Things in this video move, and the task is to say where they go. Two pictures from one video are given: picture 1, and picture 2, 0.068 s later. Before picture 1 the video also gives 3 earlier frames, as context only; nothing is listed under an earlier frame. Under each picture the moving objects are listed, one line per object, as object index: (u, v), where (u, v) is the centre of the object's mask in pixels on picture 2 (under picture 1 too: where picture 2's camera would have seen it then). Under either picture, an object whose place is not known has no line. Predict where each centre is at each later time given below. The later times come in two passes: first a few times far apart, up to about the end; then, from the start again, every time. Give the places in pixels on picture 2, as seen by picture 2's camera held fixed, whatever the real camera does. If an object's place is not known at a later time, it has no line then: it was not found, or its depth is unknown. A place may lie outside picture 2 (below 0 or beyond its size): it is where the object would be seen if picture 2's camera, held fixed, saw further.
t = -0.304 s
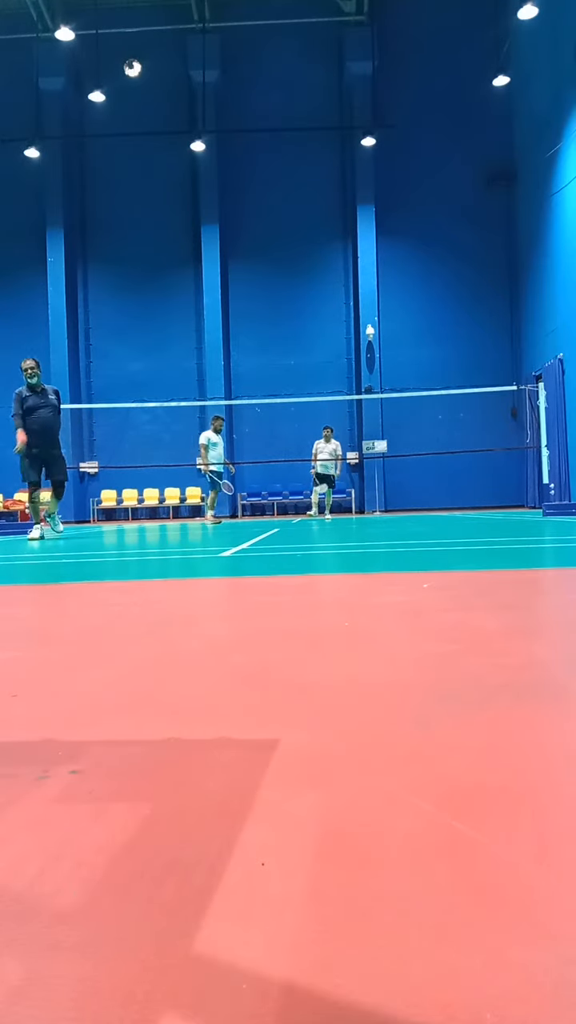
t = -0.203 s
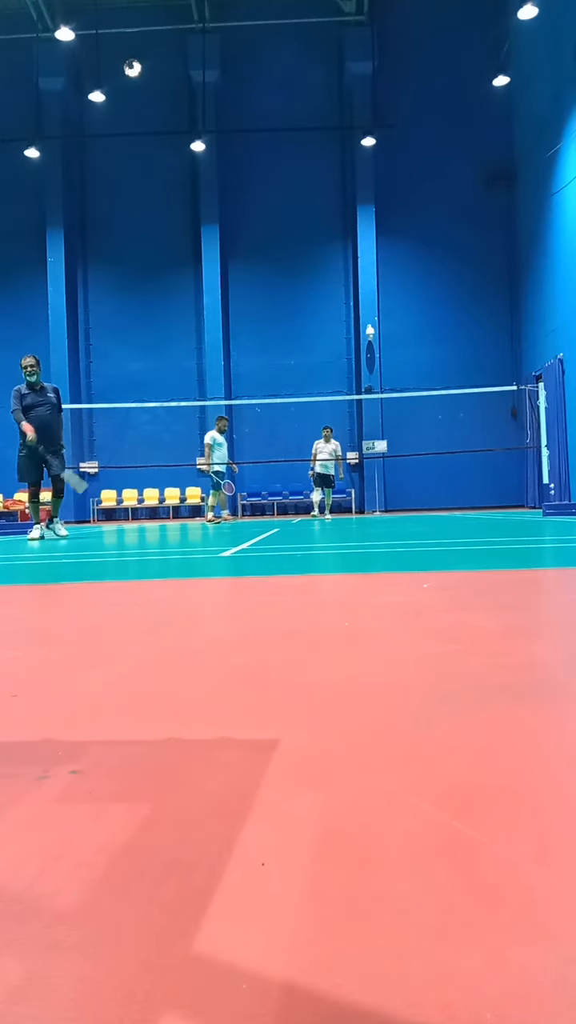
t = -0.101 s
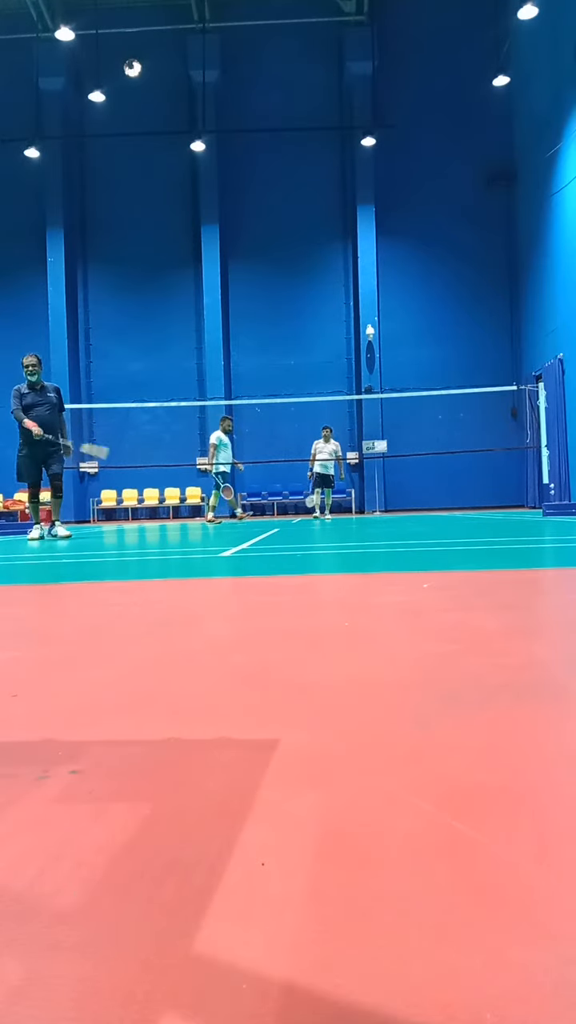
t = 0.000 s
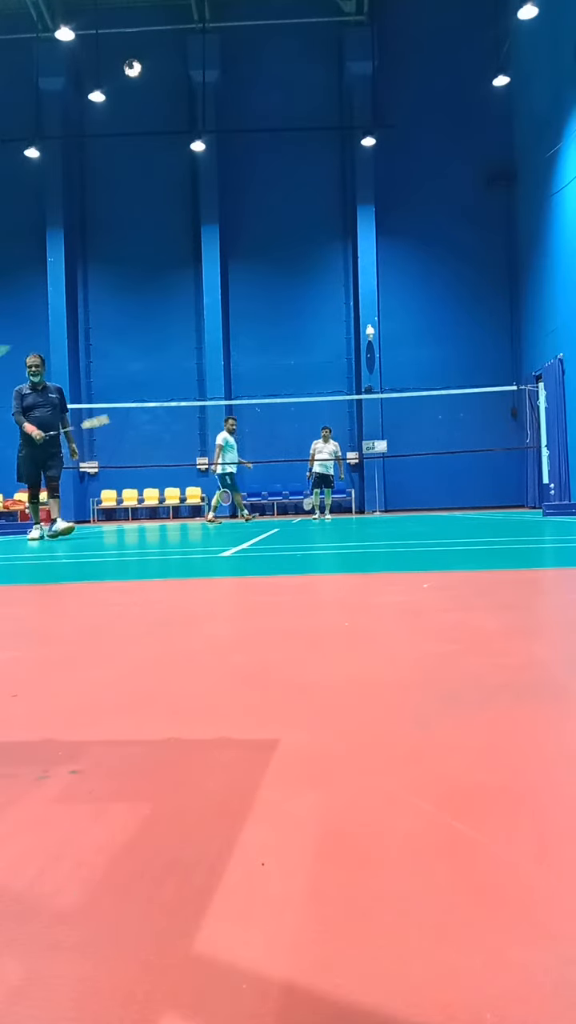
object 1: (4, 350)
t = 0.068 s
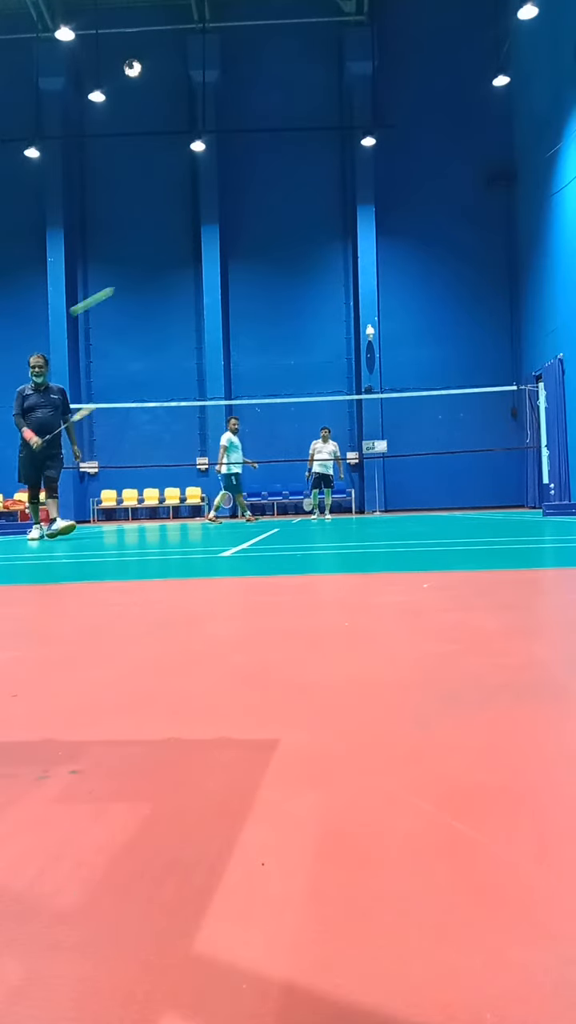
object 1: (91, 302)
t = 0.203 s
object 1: (212, 243)
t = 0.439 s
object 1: (307, 231)
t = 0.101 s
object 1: (131, 280)
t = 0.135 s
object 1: (163, 264)
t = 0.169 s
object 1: (189, 253)
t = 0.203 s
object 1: (212, 243)
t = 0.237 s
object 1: (231, 237)
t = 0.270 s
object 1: (247, 233)
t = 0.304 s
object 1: (262, 230)
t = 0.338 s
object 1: (275, 229)
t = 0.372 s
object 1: (287, 228)
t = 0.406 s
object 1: (297, 229)
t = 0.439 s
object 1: (307, 231)
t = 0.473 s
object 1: (316, 233)
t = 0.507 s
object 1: (325, 237)
